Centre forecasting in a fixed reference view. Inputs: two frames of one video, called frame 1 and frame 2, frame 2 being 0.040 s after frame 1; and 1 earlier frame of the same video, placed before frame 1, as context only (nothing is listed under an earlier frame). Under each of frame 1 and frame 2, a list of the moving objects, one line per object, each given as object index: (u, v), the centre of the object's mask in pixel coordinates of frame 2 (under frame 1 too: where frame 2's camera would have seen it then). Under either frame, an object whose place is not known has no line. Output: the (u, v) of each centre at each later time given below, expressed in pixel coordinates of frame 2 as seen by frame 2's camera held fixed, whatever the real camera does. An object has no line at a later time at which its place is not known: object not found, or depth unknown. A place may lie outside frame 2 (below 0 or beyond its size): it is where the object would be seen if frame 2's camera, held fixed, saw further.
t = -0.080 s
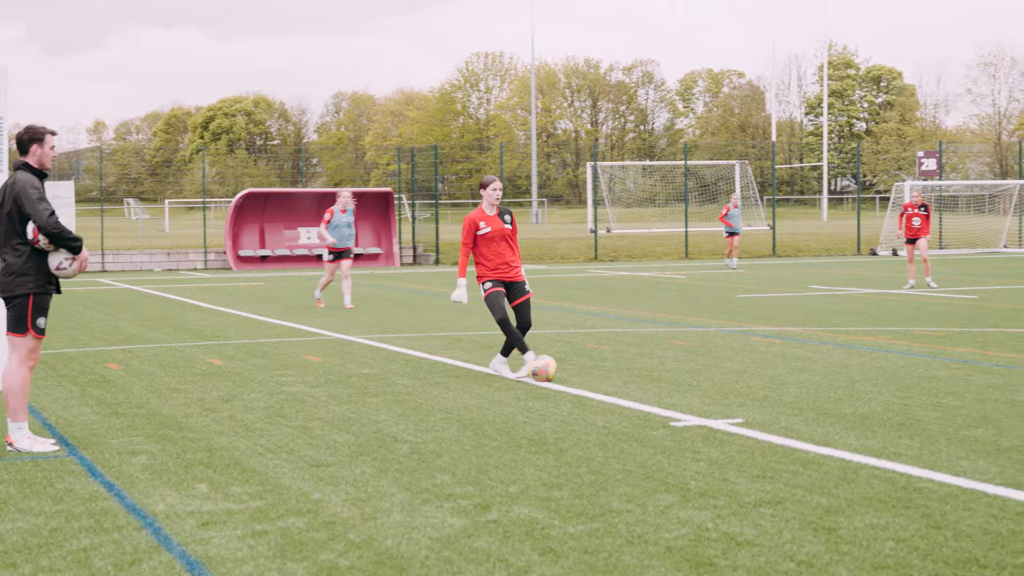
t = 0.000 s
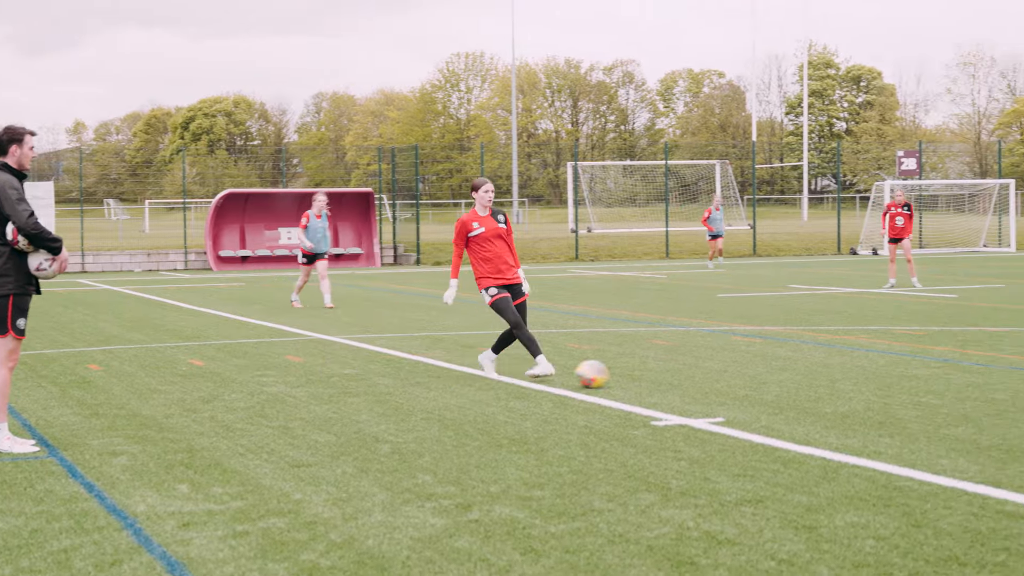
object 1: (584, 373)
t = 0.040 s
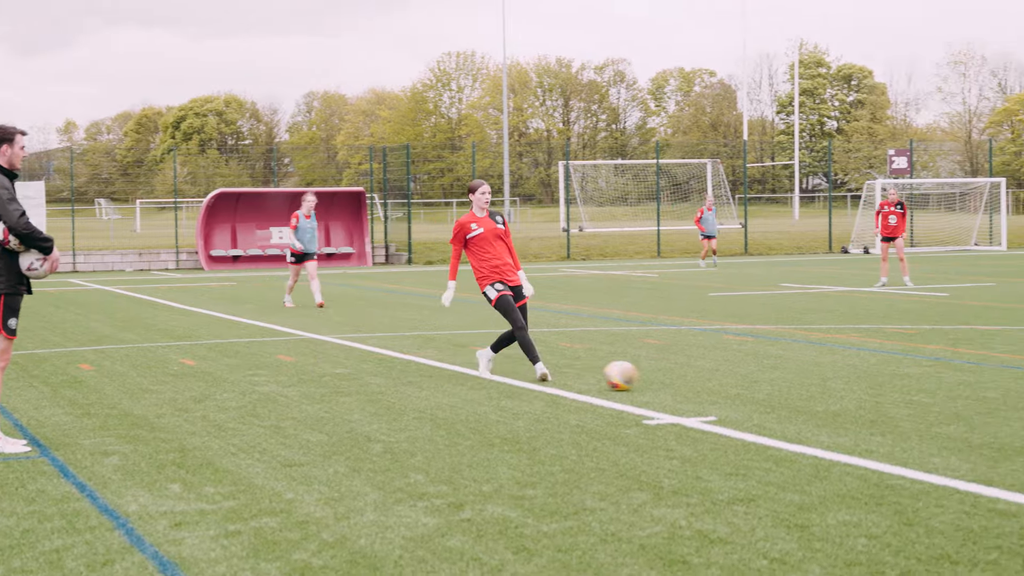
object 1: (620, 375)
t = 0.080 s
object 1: (658, 379)
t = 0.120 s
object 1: (697, 384)
